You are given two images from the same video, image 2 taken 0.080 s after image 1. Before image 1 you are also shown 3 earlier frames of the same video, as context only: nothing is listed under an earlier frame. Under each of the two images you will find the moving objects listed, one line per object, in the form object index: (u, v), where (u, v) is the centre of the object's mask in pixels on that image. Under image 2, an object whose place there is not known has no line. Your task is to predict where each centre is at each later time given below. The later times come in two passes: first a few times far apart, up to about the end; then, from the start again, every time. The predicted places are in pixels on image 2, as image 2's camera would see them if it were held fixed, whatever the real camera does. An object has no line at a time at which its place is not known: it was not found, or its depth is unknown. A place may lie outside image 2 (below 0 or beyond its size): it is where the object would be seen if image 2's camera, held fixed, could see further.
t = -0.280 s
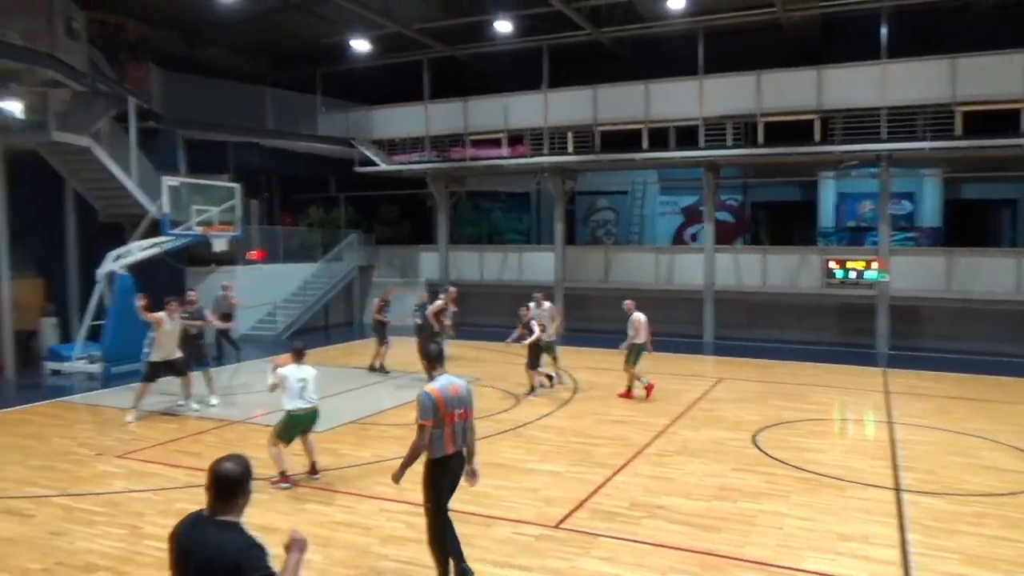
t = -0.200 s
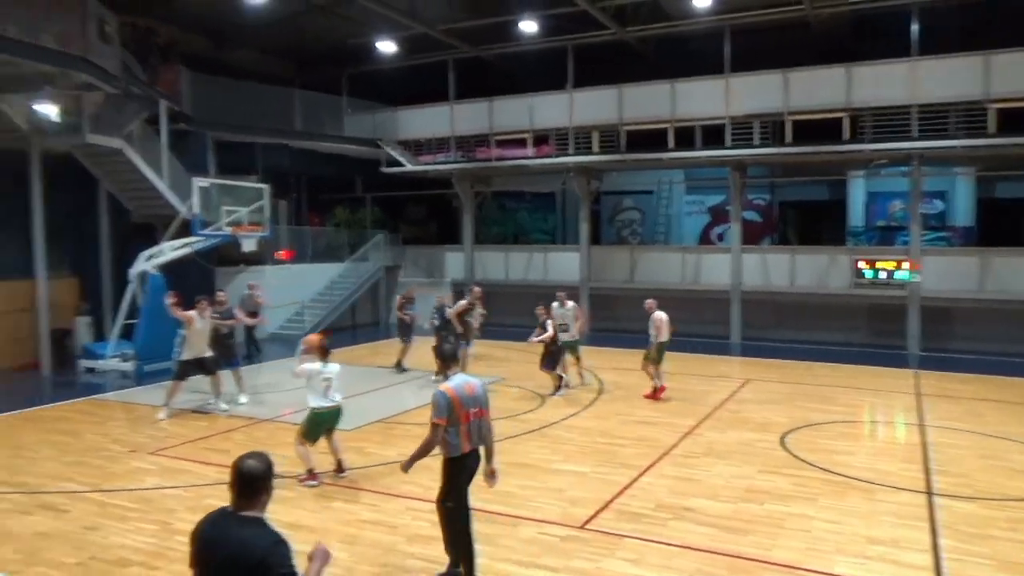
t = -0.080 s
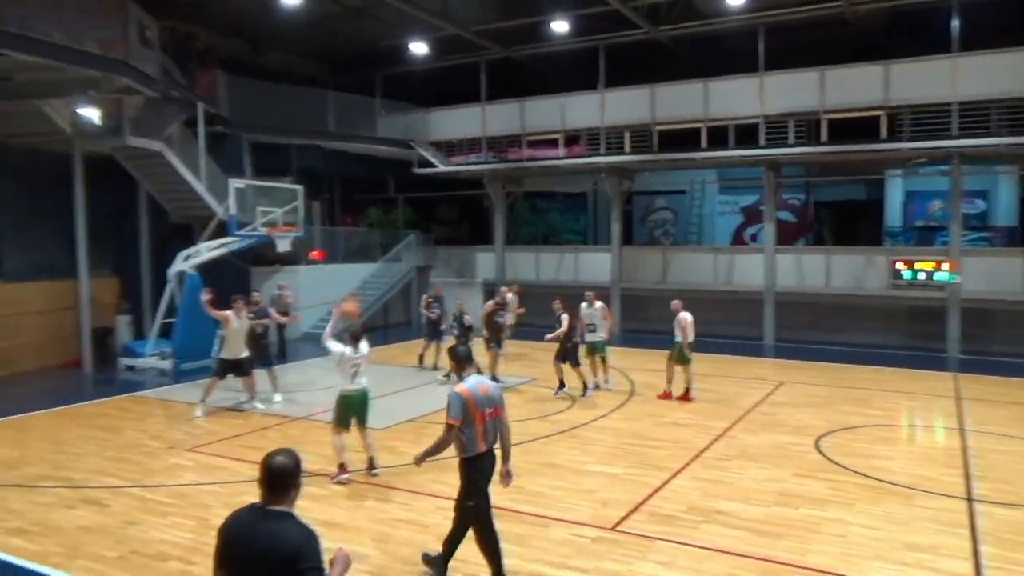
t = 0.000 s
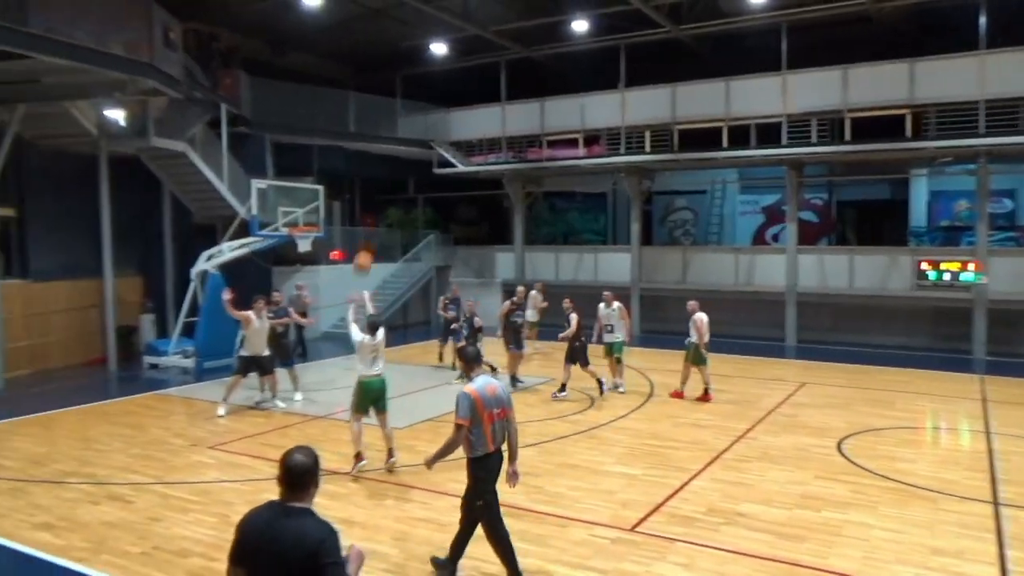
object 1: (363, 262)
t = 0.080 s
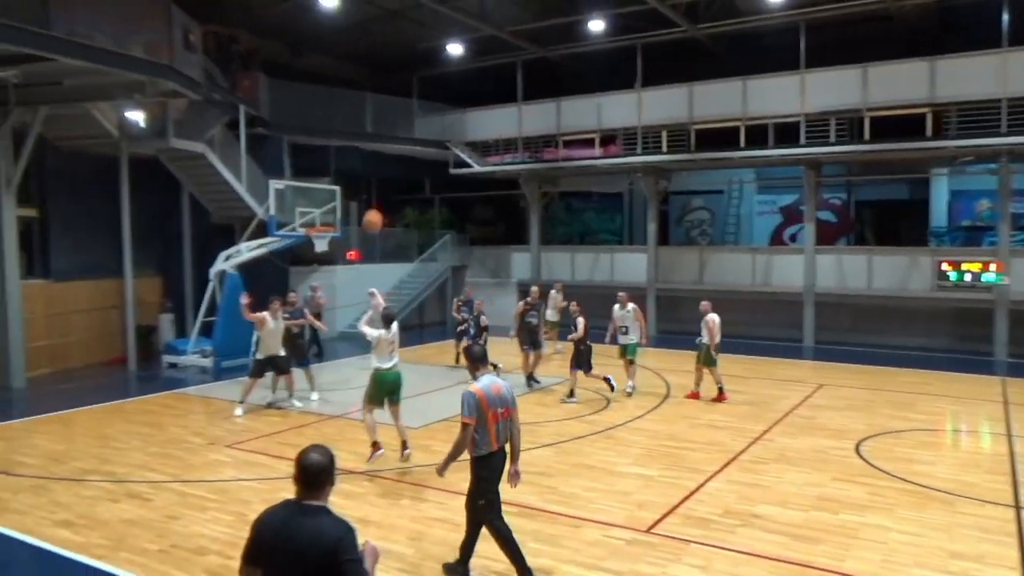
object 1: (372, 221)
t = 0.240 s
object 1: (361, 158)
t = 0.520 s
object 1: (347, 104)
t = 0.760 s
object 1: (339, 103)
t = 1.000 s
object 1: (333, 133)
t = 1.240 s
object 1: (328, 187)
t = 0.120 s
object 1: (369, 203)
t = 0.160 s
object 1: (367, 186)
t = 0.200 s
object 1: (364, 171)
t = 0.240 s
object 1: (361, 158)
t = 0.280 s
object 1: (360, 145)
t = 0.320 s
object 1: (357, 134)
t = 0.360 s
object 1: (355, 126)
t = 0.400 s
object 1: (353, 119)
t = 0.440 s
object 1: (351, 113)
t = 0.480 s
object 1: (350, 108)
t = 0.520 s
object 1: (347, 104)
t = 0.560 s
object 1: (346, 101)
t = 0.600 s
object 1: (344, 100)
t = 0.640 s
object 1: (343, 99)
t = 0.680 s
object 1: (342, 99)
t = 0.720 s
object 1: (340, 101)
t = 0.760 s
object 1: (339, 103)
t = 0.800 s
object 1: (338, 106)
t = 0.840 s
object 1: (337, 110)
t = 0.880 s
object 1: (336, 115)
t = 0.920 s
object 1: (335, 120)
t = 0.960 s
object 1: (334, 126)
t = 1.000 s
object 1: (333, 133)
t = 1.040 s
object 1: (332, 141)
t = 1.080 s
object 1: (331, 150)
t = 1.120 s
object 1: (330, 158)
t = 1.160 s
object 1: (330, 168)
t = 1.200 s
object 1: (329, 177)
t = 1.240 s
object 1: (328, 187)
